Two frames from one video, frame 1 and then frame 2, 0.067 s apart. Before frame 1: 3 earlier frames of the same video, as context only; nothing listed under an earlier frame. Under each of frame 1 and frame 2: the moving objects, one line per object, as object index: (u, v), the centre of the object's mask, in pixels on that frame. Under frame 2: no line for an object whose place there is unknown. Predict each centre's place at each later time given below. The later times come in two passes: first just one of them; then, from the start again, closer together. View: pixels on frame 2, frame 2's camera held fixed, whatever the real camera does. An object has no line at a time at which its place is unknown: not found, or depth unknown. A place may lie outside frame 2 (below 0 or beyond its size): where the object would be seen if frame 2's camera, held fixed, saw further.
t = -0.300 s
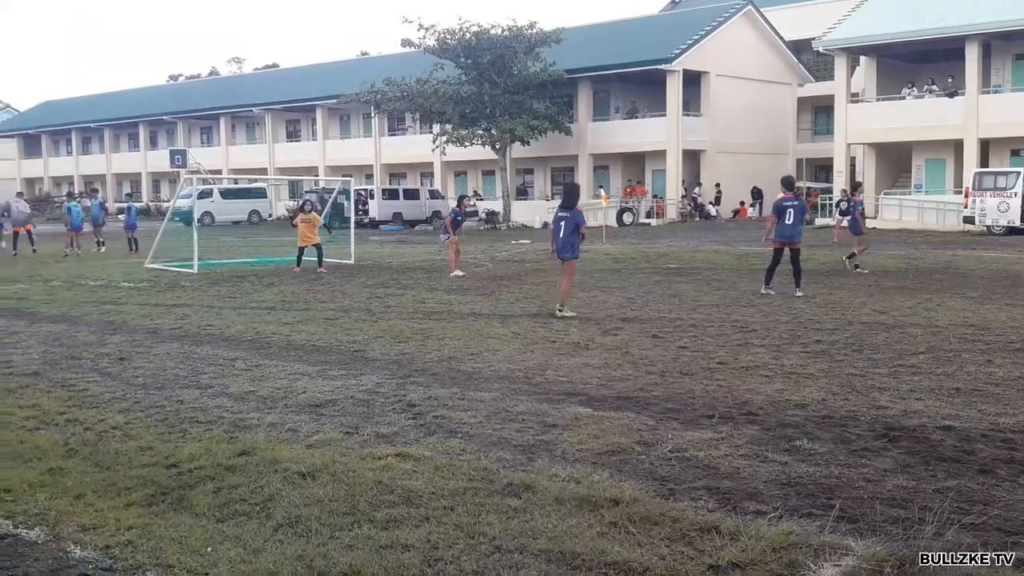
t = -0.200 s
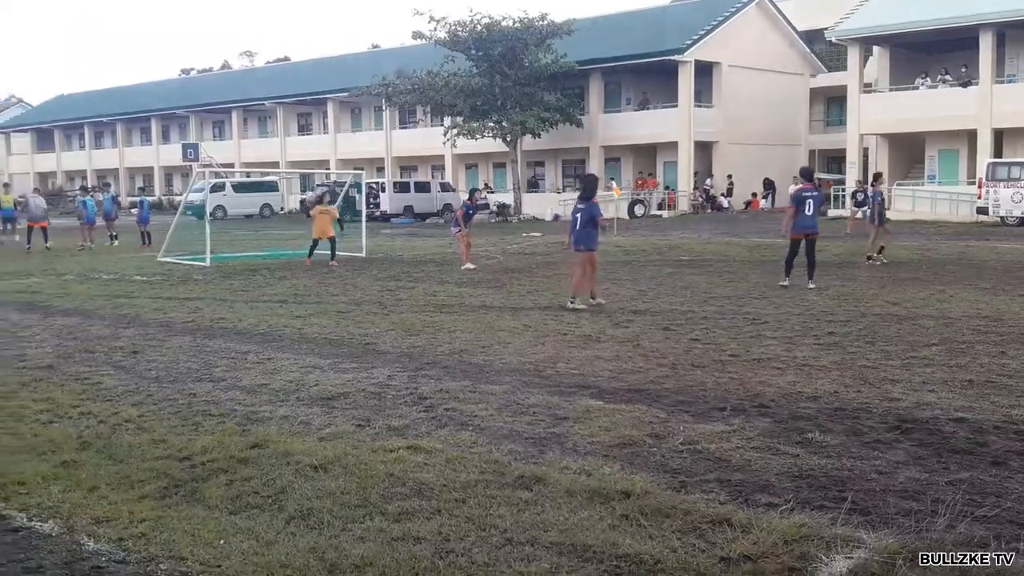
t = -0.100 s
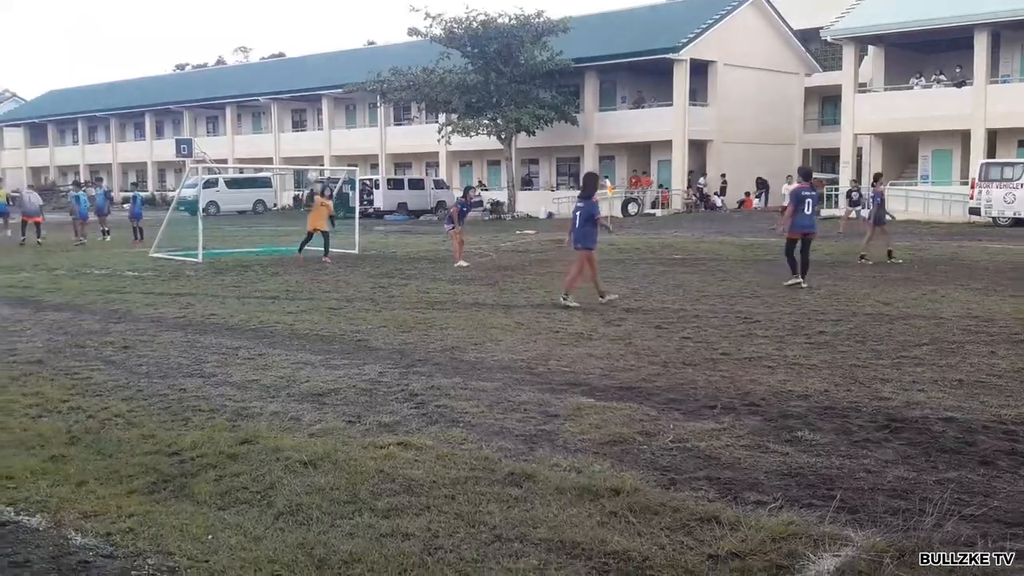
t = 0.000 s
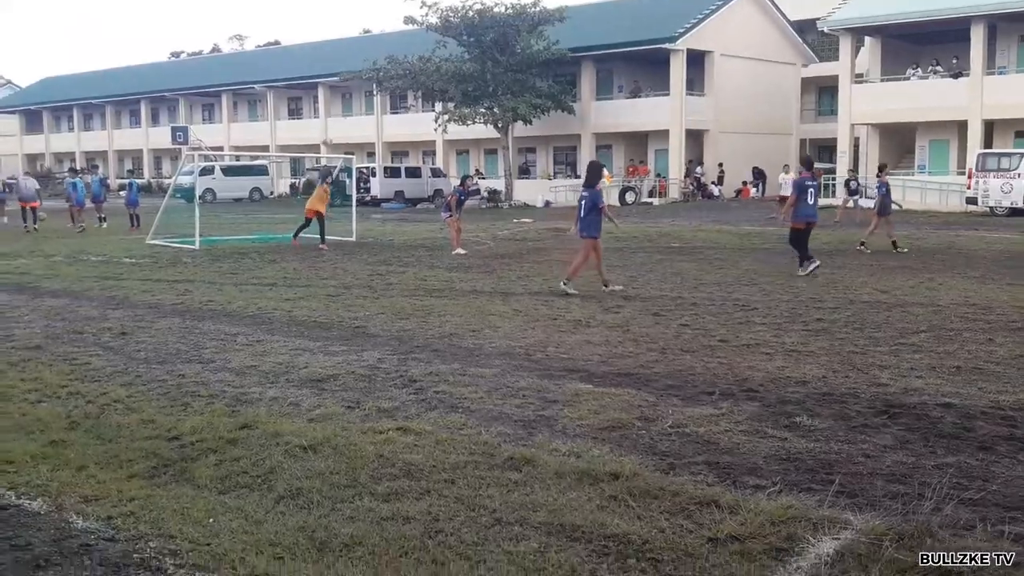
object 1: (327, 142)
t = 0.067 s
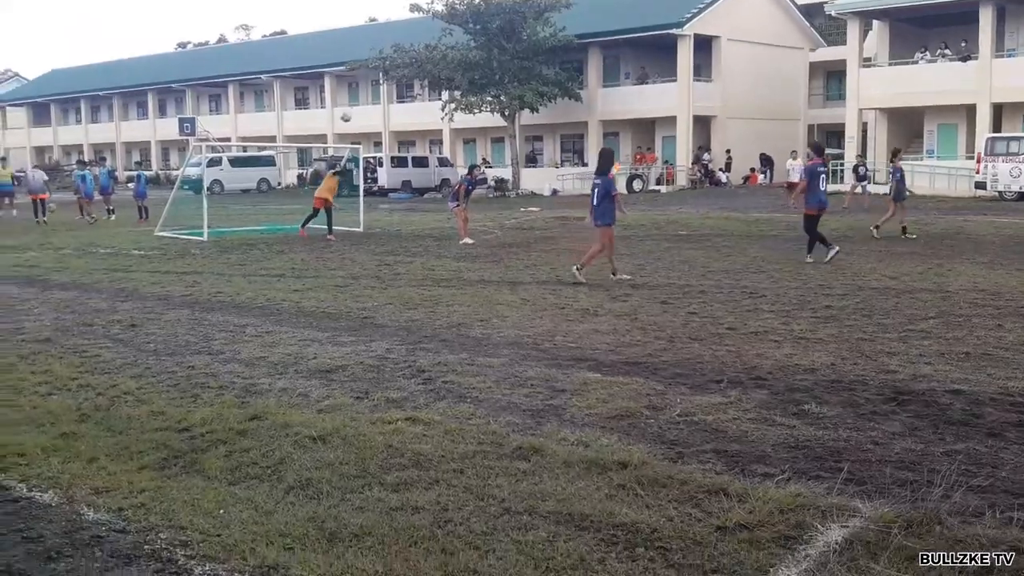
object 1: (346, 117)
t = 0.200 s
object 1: (372, 91)
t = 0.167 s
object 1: (365, 97)
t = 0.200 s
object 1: (372, 91)
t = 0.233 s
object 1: (378, 86)
